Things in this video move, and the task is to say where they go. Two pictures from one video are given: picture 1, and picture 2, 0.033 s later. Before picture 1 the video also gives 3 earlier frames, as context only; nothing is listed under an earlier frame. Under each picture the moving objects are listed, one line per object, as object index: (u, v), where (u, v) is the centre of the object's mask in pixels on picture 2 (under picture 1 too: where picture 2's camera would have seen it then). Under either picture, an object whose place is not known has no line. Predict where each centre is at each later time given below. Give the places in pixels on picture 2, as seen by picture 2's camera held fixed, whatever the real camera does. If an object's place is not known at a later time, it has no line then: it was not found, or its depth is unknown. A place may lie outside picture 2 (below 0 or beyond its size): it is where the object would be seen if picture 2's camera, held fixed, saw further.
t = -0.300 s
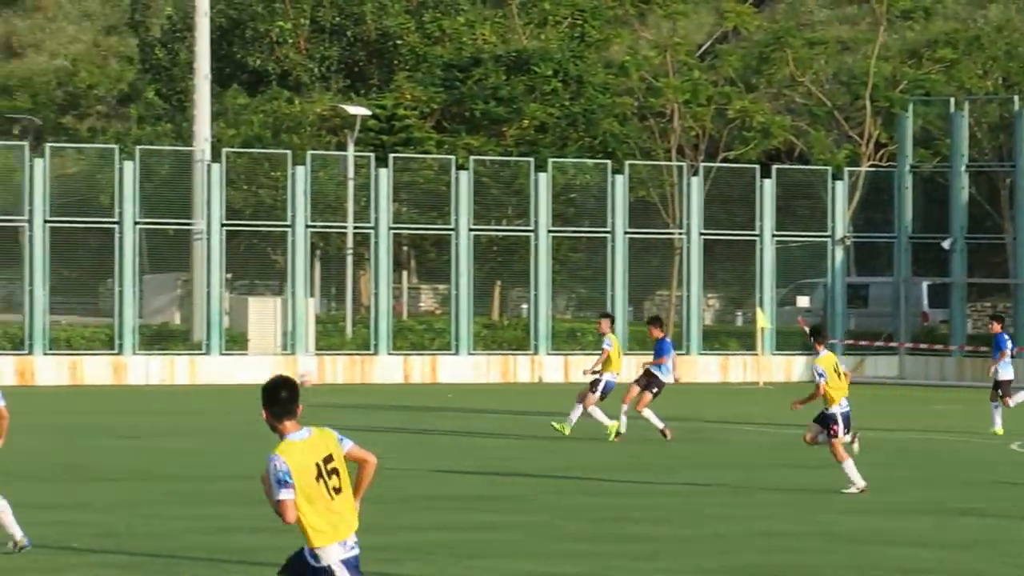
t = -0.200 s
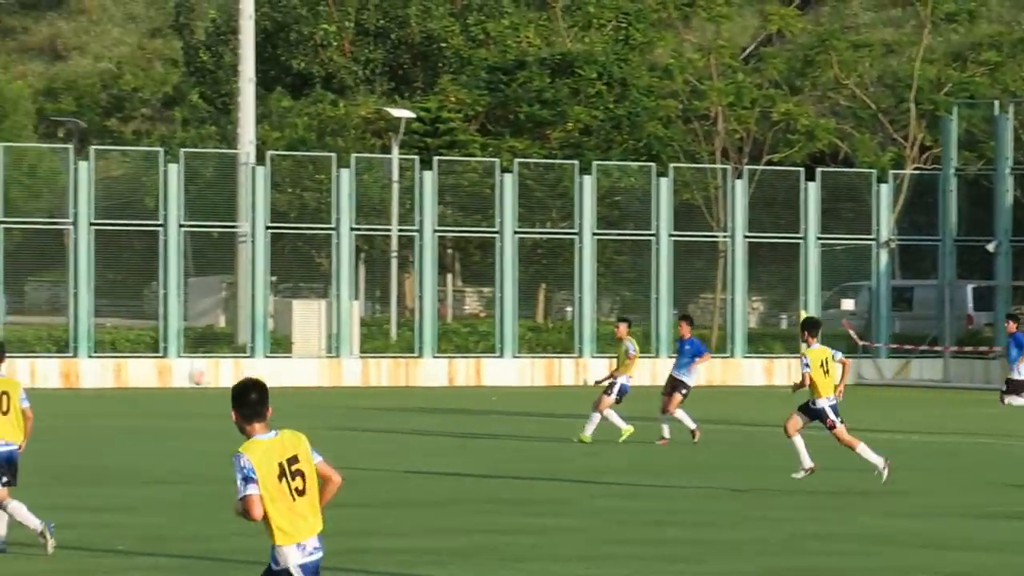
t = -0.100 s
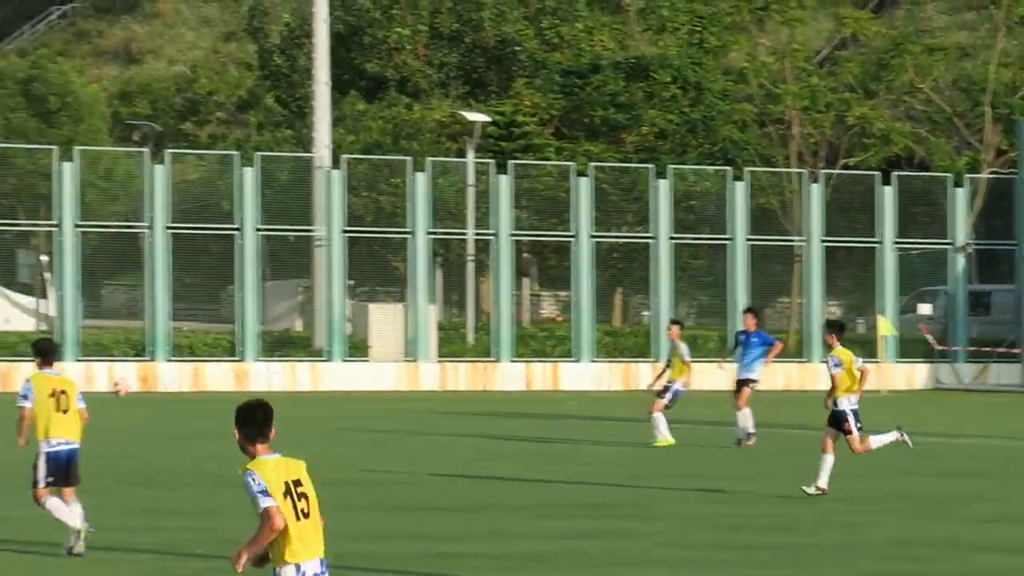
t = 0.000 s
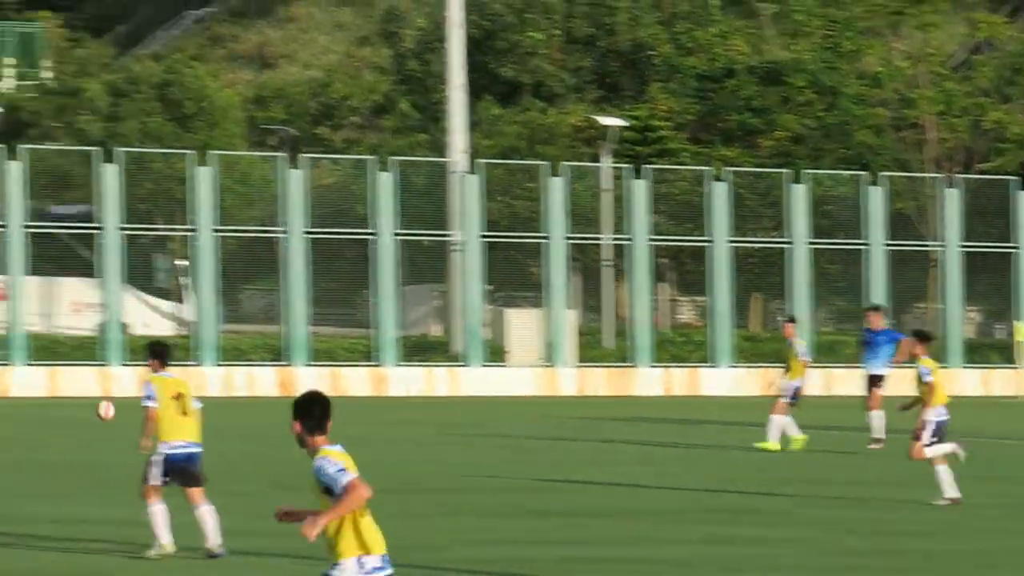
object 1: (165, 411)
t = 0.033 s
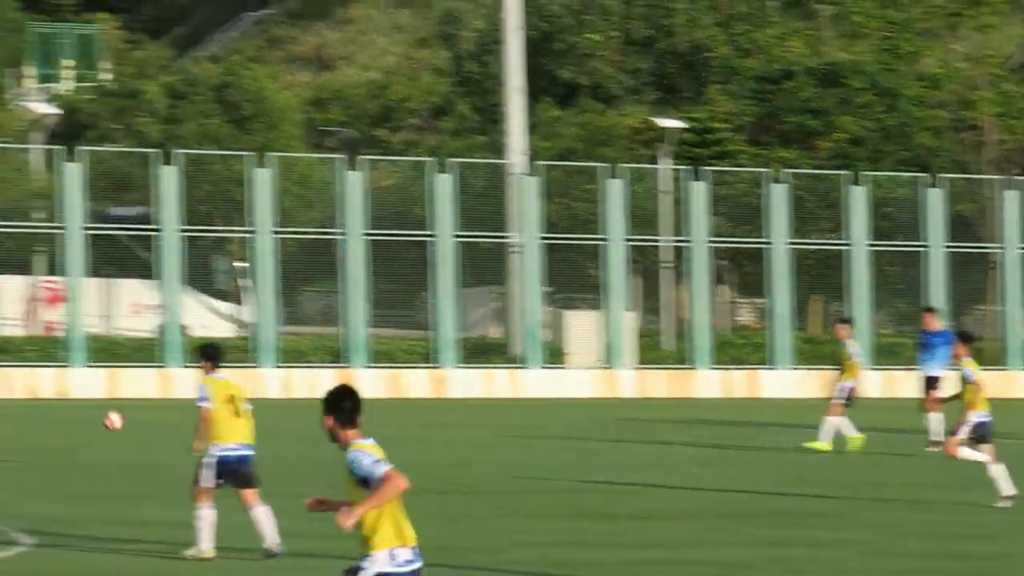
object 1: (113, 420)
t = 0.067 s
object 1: (61, 431)
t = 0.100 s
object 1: (9, 443)
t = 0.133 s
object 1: (-44, 456)
